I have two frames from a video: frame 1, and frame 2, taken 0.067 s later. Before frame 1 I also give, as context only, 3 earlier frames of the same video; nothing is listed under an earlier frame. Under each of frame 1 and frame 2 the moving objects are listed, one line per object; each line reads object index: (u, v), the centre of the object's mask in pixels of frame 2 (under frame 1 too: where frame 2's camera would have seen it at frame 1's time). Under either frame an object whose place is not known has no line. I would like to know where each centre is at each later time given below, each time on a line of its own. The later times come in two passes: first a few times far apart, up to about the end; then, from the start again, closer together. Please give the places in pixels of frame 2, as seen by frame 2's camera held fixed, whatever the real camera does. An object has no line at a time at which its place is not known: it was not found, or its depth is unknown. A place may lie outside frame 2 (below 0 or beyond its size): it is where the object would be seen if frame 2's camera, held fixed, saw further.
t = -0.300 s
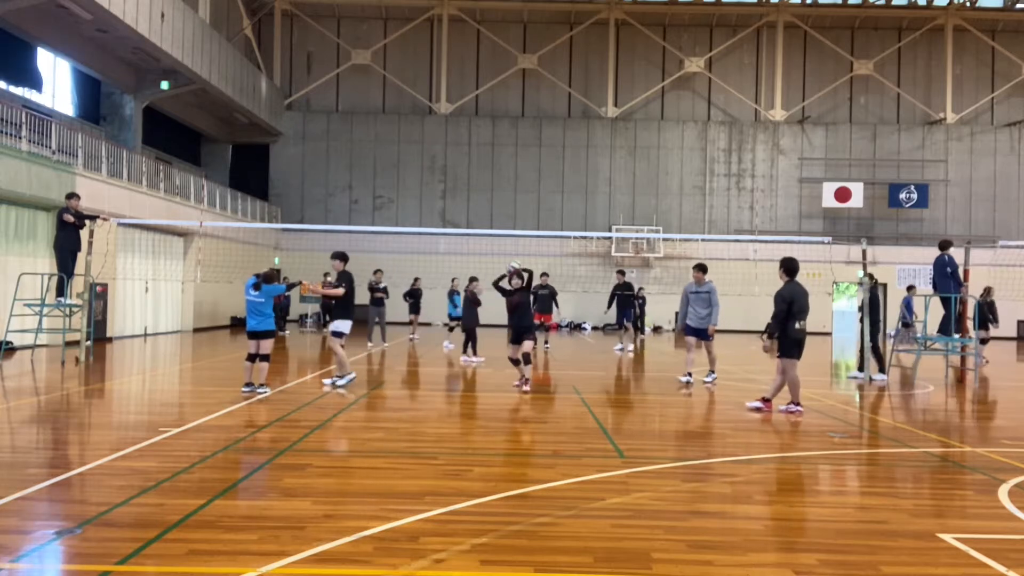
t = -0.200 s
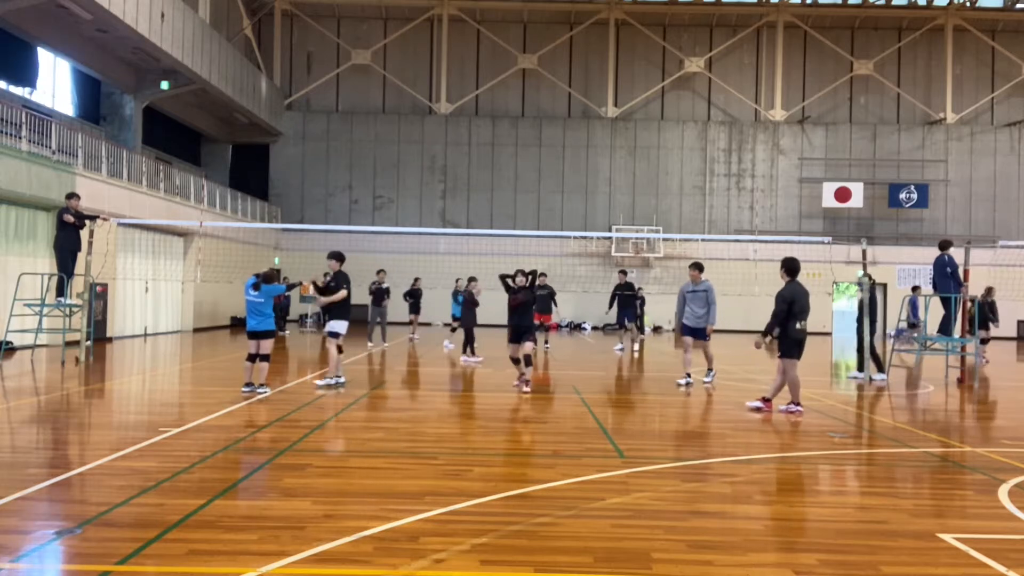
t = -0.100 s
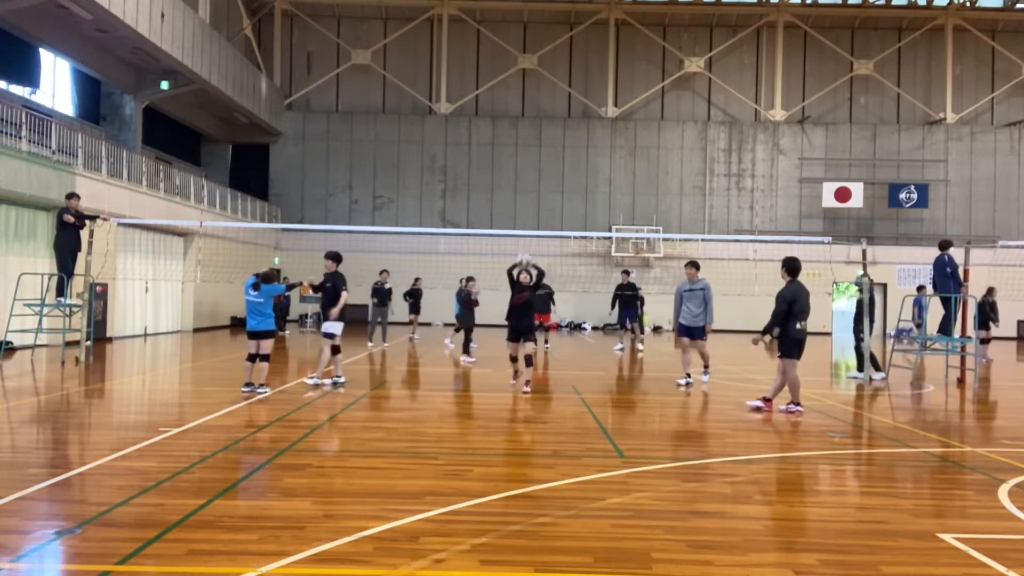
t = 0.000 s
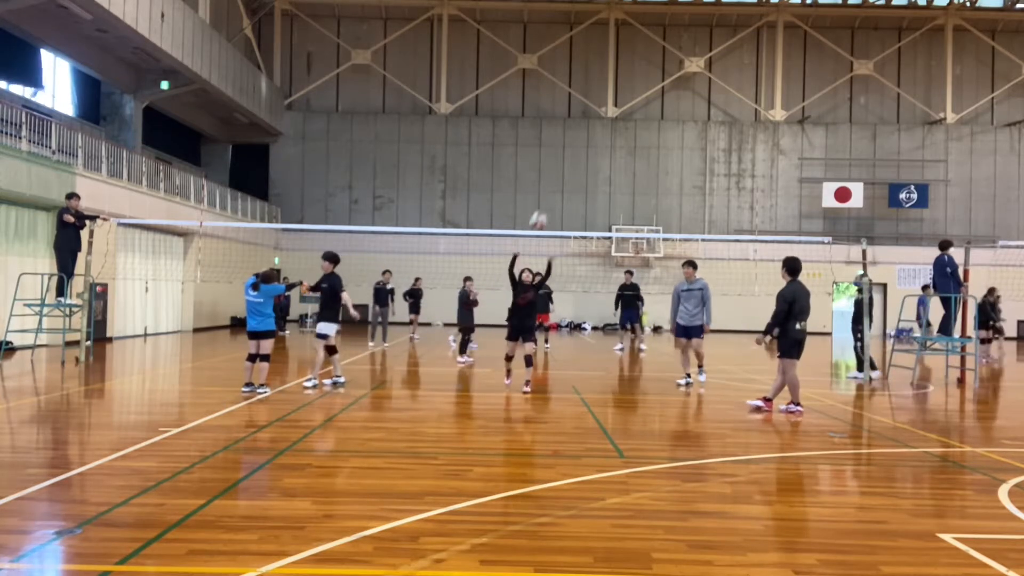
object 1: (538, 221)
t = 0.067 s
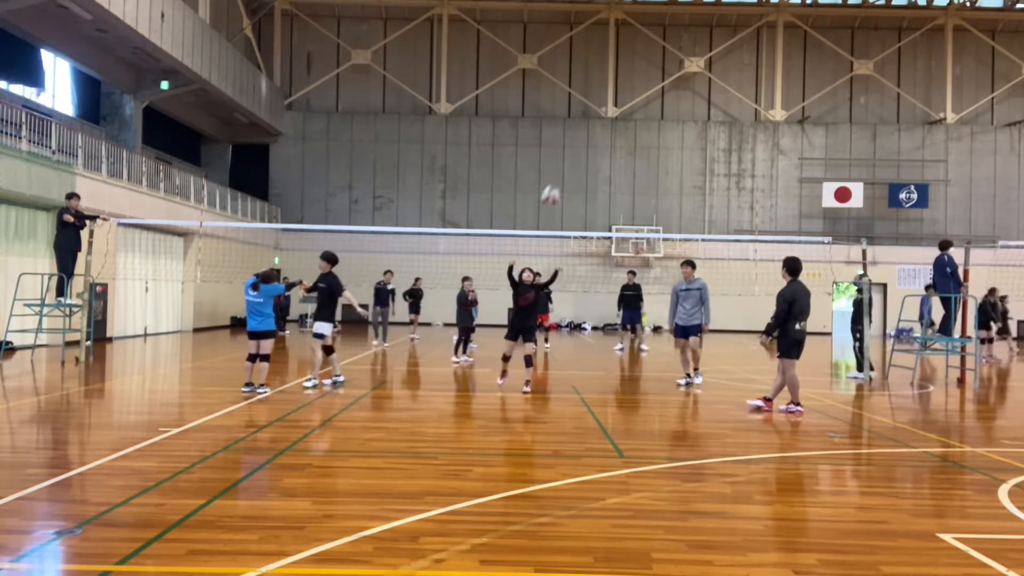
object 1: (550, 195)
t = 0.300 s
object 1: (601, 124)
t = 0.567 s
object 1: (685, 87)
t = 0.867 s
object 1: (832, 161)
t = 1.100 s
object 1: (1013, 400)
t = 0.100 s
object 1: (556, 184)
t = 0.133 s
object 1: (563, 172)
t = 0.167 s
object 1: (570, 161)
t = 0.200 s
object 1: (577, 151)
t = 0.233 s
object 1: (585, 141)
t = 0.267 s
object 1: (593, 133)
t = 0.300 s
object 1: (601, 124)
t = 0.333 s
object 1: (610, 116)
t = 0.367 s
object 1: (620, 108)
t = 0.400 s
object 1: (628, 103)
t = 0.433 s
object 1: (638, 97)
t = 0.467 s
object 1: (650, 93)
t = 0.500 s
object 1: (661, 90)
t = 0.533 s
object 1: (672, 88)
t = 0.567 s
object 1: (685, 87)
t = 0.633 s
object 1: (710, 90)
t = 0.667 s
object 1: (726, 94)
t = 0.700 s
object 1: (741, 99)
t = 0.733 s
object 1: (757, 107)
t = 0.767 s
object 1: (774, 117)
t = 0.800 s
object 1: (792, 129)
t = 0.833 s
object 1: (812, 144)
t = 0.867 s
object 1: (832, 161)
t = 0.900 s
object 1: (856, 181)
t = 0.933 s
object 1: (880, 208)
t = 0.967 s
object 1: (903, 236)
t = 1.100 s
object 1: (1013, 400)
